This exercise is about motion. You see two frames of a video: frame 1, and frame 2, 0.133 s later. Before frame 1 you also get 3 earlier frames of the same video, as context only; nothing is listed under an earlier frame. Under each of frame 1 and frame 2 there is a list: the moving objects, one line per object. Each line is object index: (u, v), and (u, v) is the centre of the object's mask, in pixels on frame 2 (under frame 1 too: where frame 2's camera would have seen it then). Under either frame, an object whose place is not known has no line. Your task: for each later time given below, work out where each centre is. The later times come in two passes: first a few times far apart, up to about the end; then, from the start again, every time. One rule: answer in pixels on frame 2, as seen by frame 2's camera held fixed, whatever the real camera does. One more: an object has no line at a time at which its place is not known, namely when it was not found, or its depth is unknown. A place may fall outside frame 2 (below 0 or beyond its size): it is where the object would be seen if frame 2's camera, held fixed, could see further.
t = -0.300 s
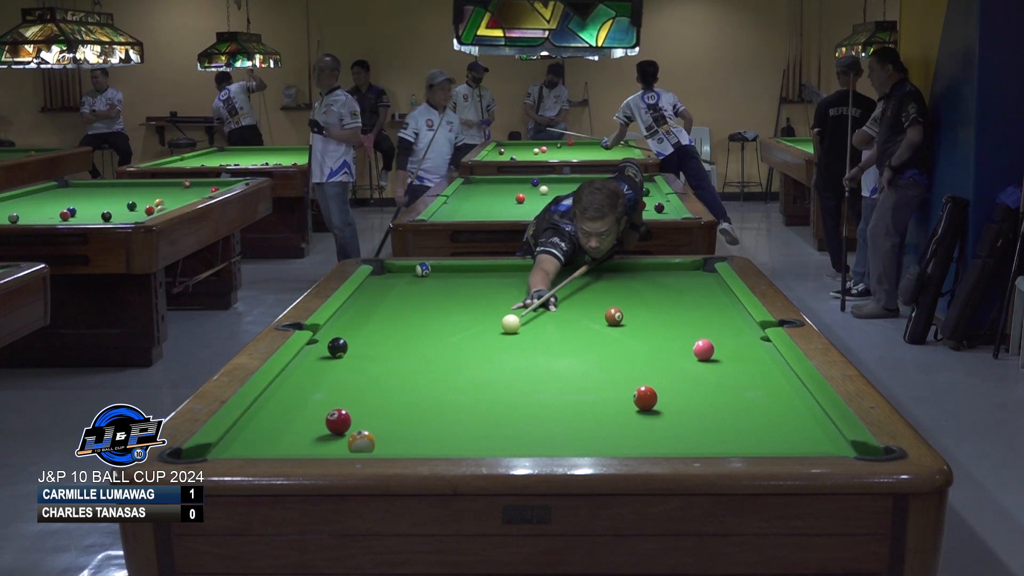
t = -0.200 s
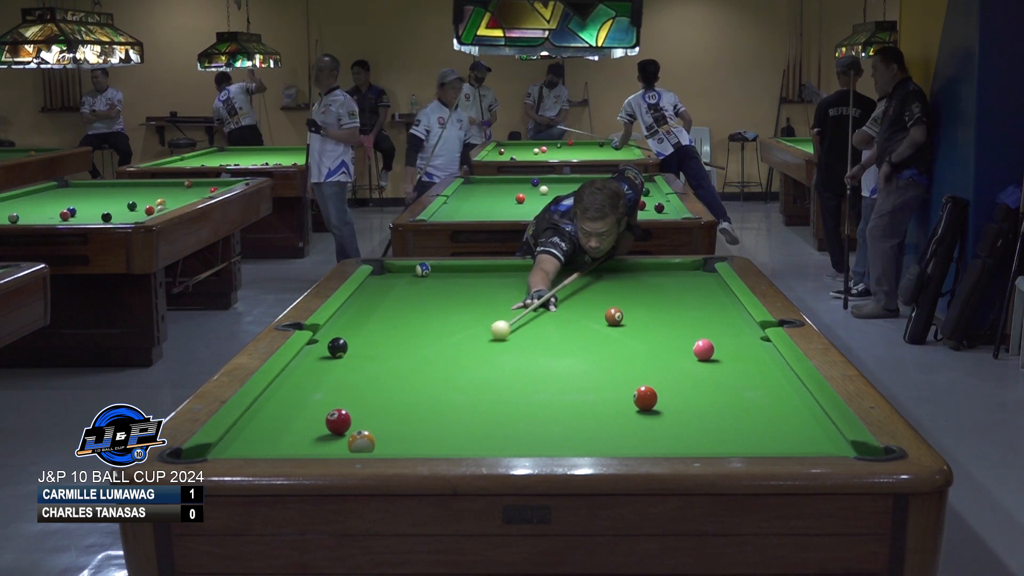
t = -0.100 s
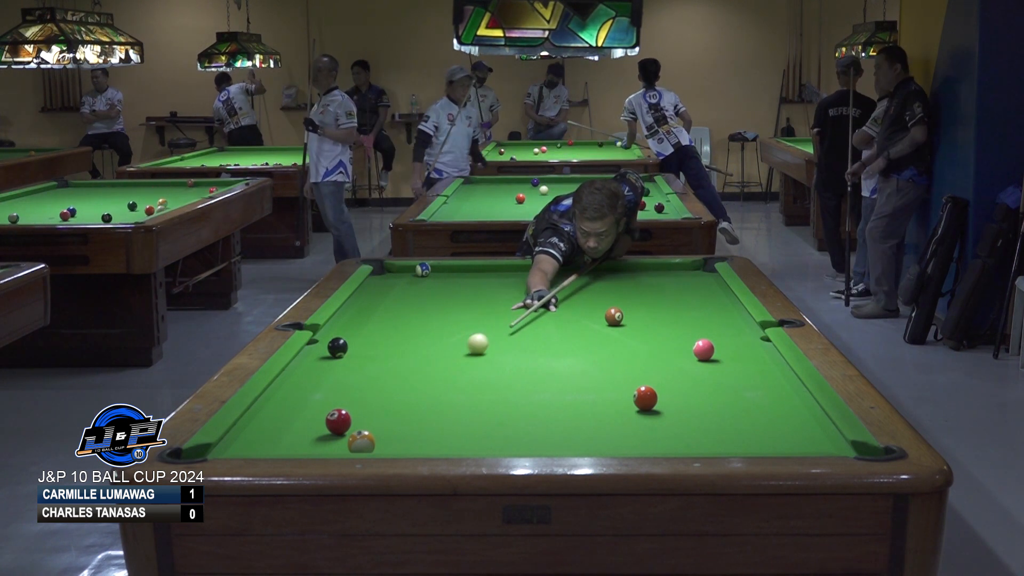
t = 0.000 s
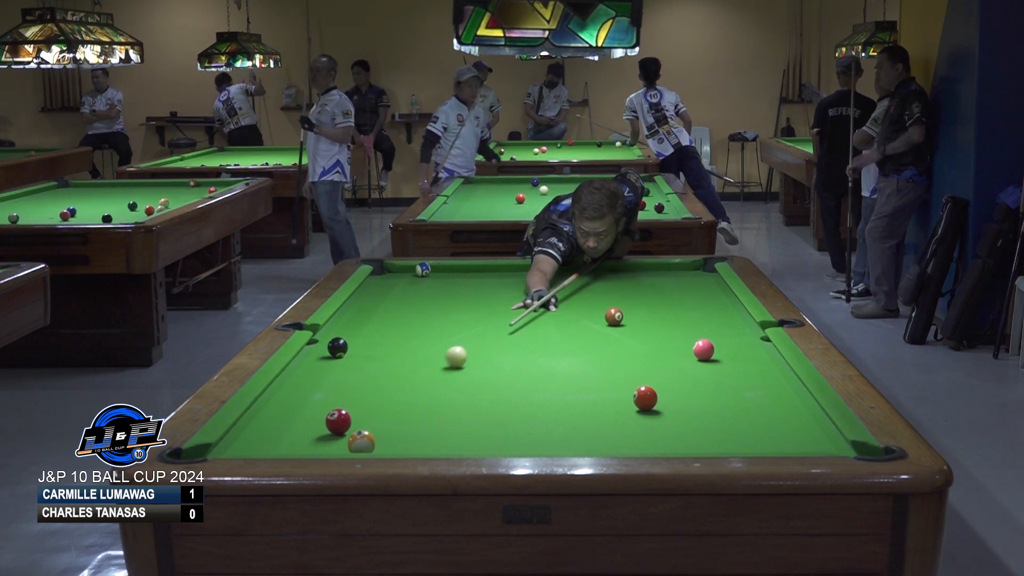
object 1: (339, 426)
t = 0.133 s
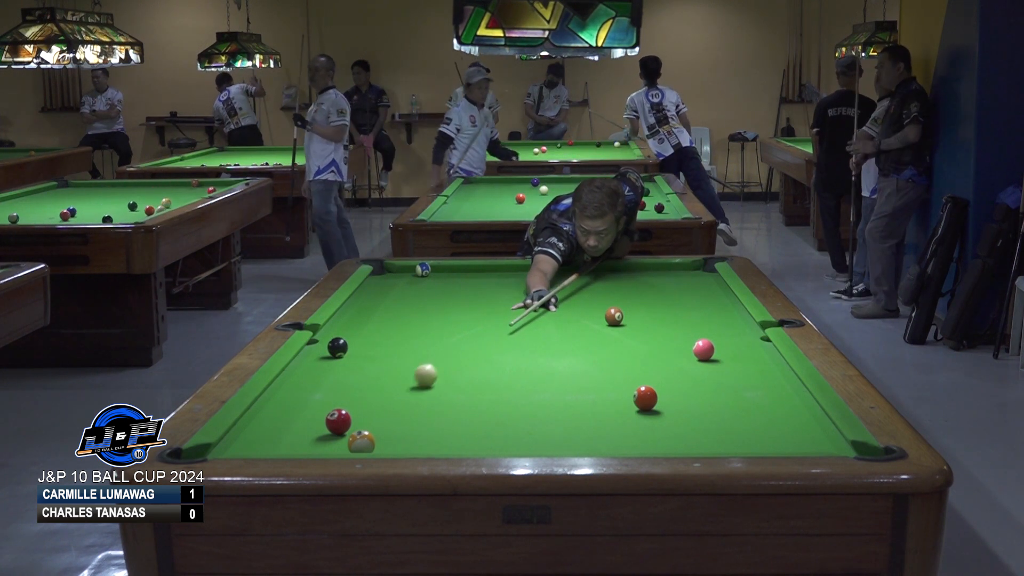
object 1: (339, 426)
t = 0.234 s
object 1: (339, 426)
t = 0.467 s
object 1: (300, 436)
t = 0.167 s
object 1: (339, 426)
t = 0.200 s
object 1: (339, 426)
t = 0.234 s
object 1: (339, 426)
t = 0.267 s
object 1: (339, 426)
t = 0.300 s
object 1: (339, 426)
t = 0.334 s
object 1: (339, 426)
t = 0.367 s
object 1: (339, 426)
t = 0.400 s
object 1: (331, 427)
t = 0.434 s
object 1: (316, 432)
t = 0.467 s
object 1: (300, 436)
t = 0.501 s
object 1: (286, 440)
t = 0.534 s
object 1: (272, 442)
